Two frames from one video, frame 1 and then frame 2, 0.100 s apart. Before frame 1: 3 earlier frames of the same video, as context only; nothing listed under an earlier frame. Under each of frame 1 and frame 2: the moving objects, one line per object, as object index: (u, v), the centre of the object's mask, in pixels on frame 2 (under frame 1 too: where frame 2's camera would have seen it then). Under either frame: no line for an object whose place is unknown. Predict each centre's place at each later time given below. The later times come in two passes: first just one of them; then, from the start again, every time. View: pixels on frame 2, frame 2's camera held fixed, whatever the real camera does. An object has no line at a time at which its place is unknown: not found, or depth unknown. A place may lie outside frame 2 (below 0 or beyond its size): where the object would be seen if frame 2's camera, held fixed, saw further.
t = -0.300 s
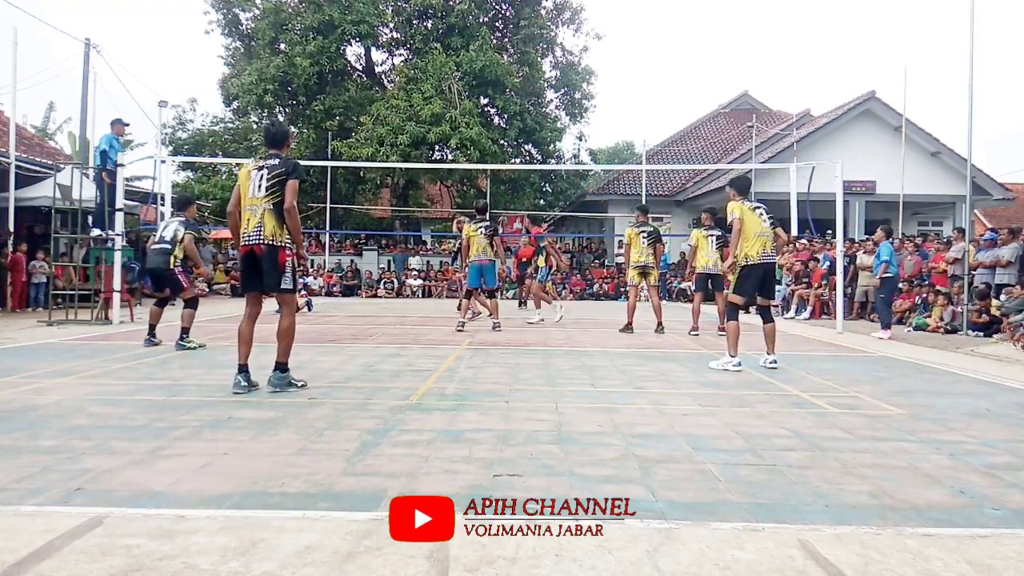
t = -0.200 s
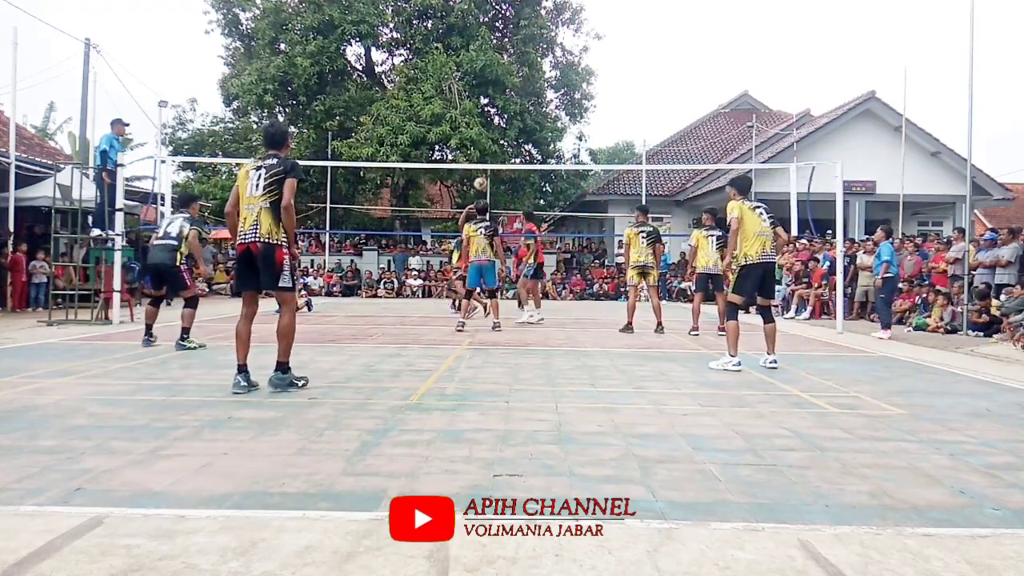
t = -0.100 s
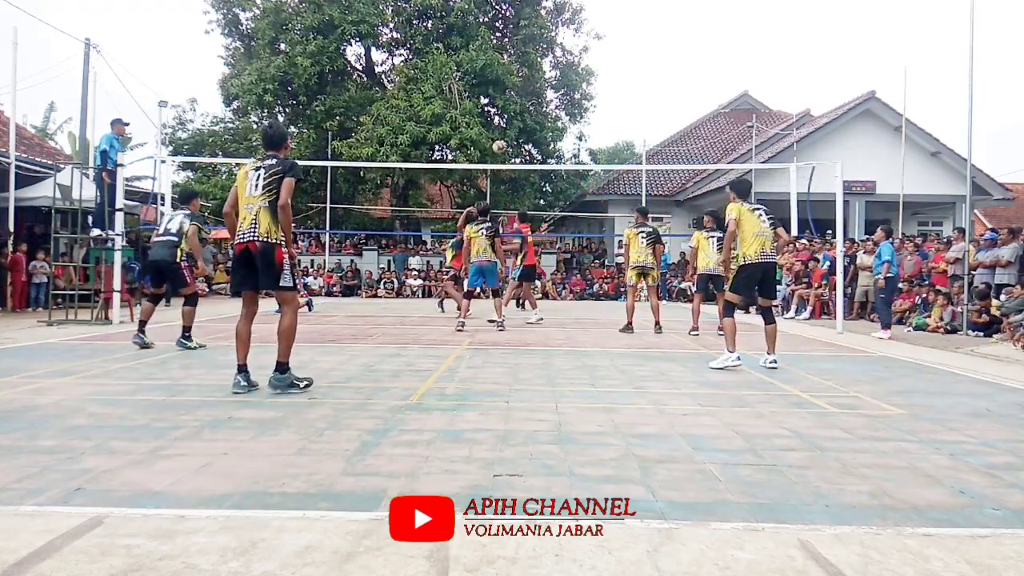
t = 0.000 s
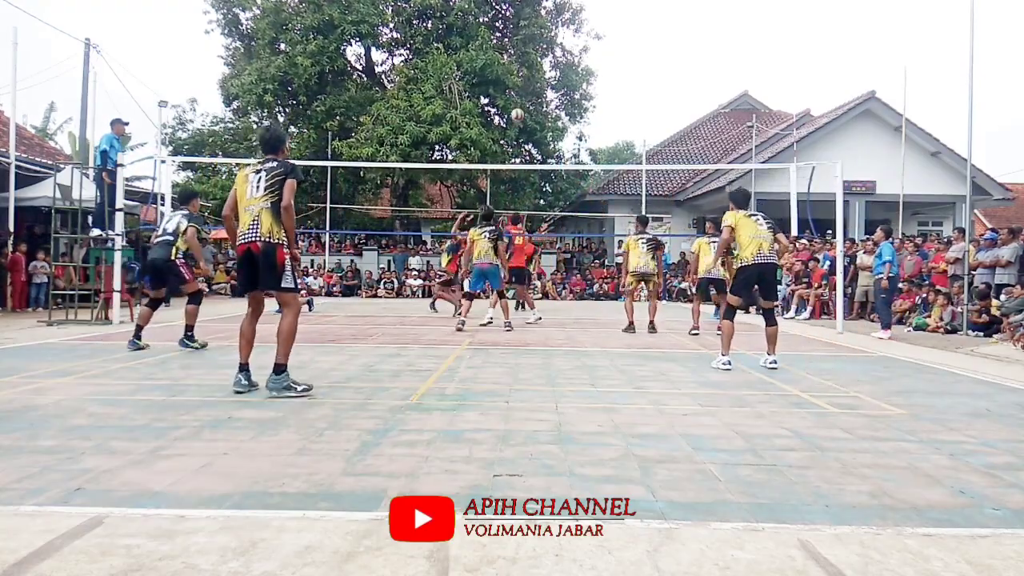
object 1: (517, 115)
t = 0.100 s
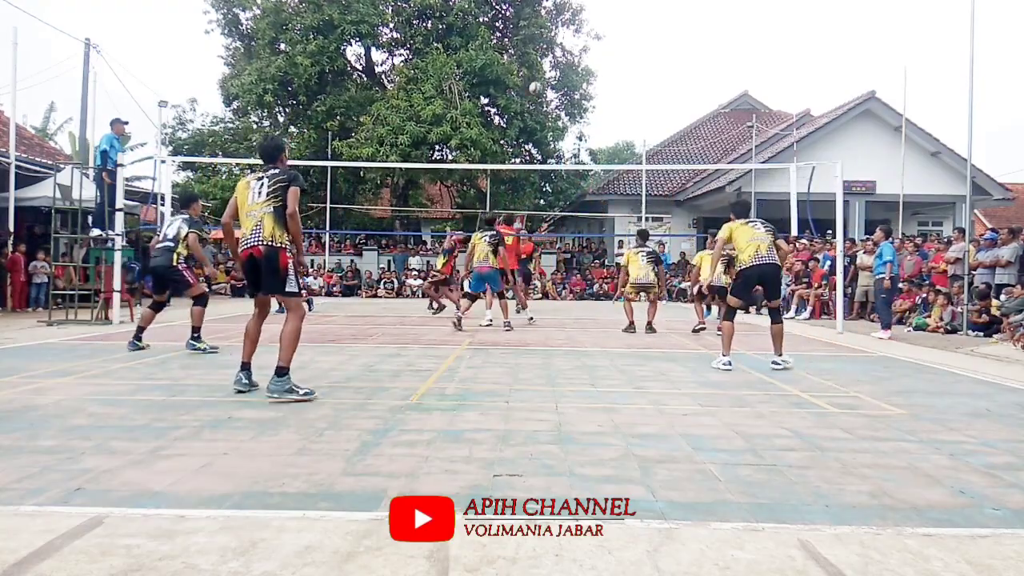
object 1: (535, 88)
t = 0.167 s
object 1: (546, 68)
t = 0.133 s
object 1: (540, 80)
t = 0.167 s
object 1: (546, 68)
